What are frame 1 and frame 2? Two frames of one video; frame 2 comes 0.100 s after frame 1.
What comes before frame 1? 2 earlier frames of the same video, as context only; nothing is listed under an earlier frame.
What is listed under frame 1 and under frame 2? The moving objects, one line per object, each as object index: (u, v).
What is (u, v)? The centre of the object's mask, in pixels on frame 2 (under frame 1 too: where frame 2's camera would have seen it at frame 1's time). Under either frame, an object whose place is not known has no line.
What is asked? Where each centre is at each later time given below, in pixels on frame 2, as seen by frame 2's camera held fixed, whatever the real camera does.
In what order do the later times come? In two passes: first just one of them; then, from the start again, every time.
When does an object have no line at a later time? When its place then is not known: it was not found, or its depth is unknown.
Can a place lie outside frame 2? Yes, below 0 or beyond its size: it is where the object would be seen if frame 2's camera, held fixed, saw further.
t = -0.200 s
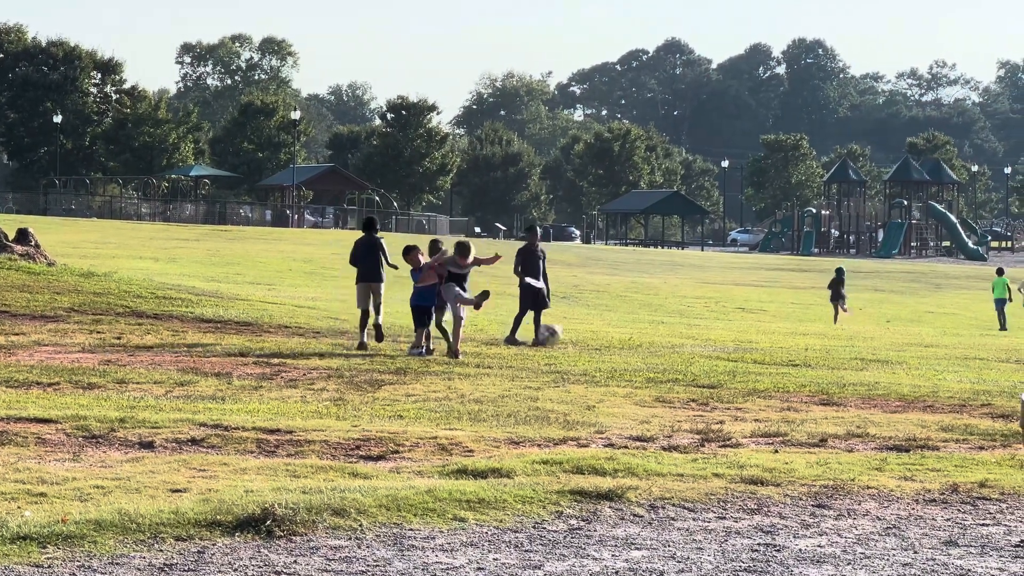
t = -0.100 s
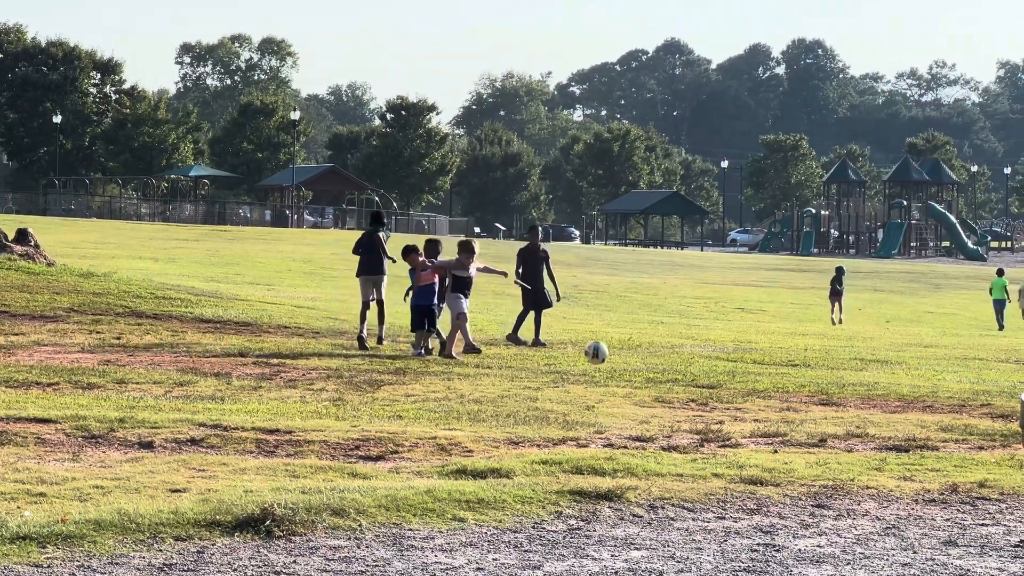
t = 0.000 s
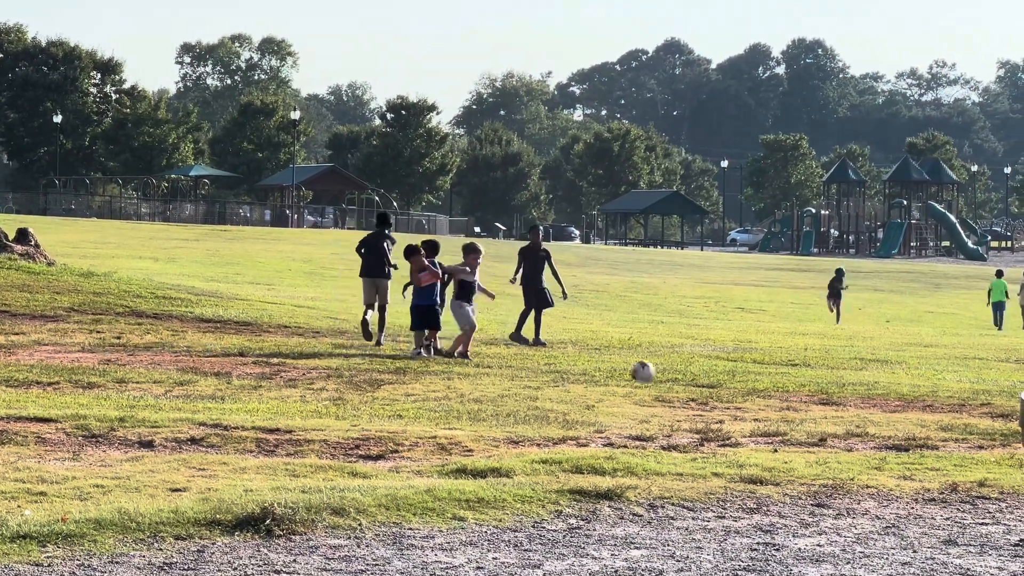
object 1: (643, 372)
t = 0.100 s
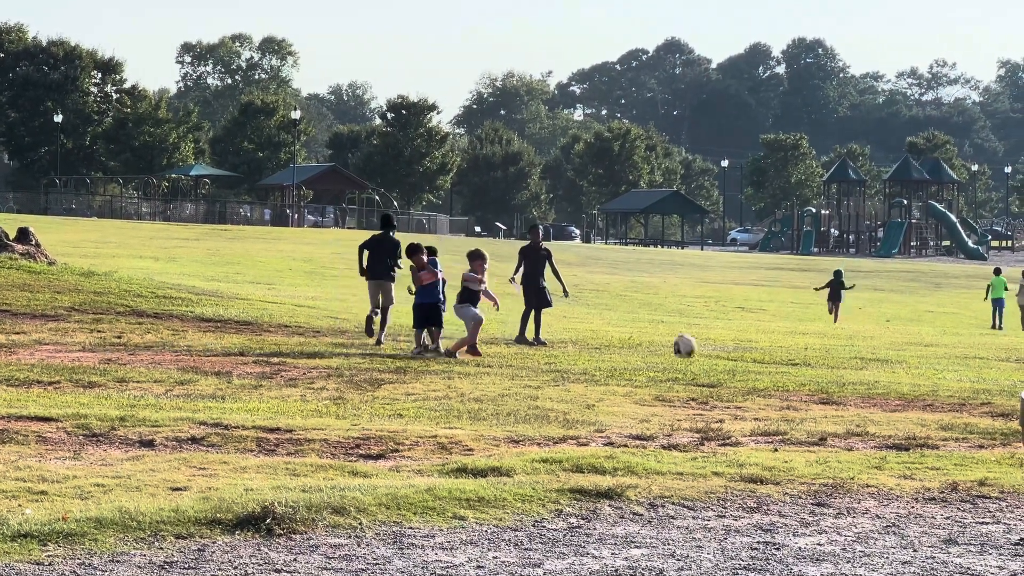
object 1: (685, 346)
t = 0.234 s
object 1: (741, 334)
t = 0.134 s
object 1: (698, 341)
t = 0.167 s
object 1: (712, 337)
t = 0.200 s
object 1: (726, 335)
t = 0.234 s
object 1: (741, 334)
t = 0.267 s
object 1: (755, 334)
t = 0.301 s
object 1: (770, 336)
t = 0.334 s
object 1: (784, 340)
